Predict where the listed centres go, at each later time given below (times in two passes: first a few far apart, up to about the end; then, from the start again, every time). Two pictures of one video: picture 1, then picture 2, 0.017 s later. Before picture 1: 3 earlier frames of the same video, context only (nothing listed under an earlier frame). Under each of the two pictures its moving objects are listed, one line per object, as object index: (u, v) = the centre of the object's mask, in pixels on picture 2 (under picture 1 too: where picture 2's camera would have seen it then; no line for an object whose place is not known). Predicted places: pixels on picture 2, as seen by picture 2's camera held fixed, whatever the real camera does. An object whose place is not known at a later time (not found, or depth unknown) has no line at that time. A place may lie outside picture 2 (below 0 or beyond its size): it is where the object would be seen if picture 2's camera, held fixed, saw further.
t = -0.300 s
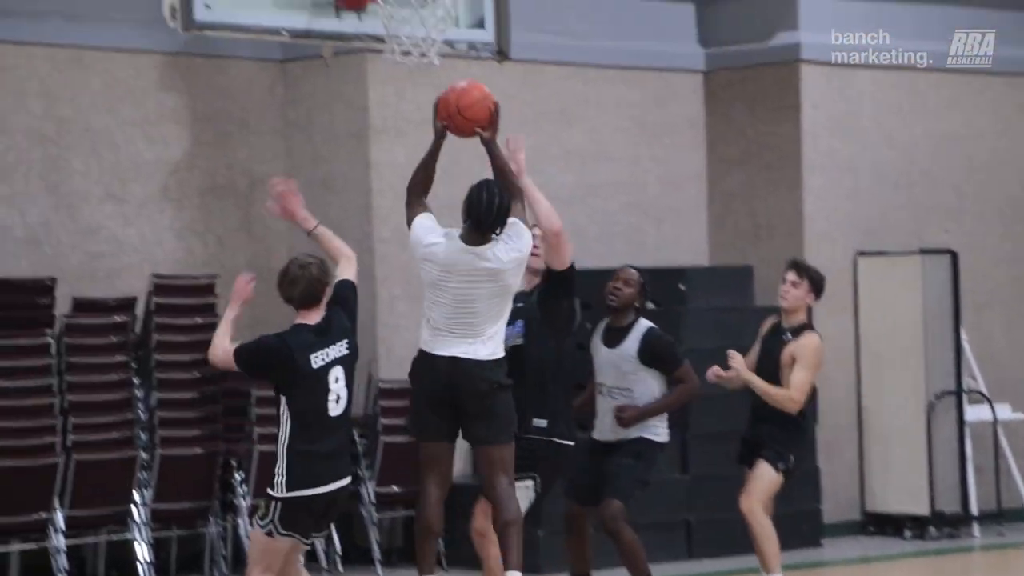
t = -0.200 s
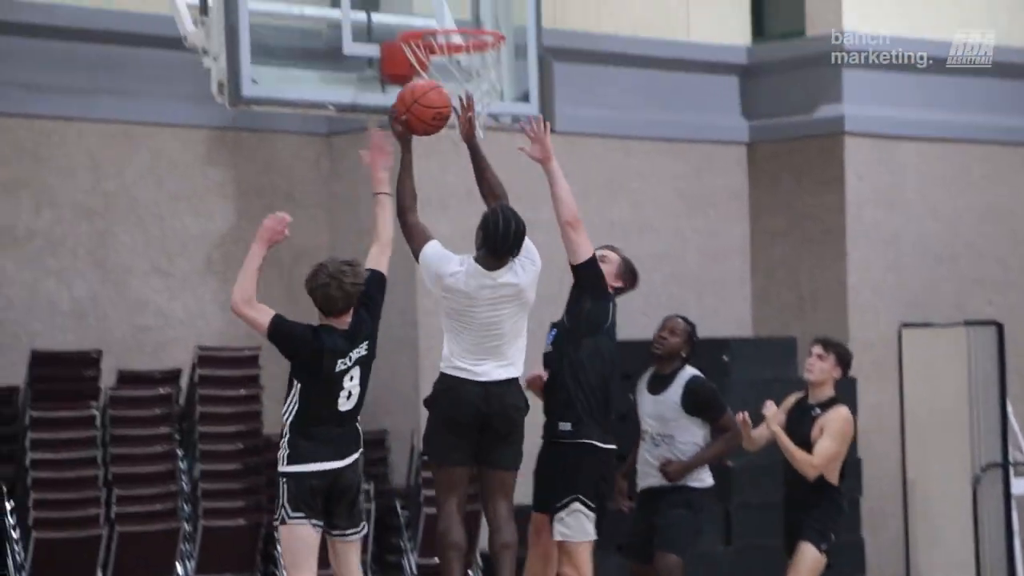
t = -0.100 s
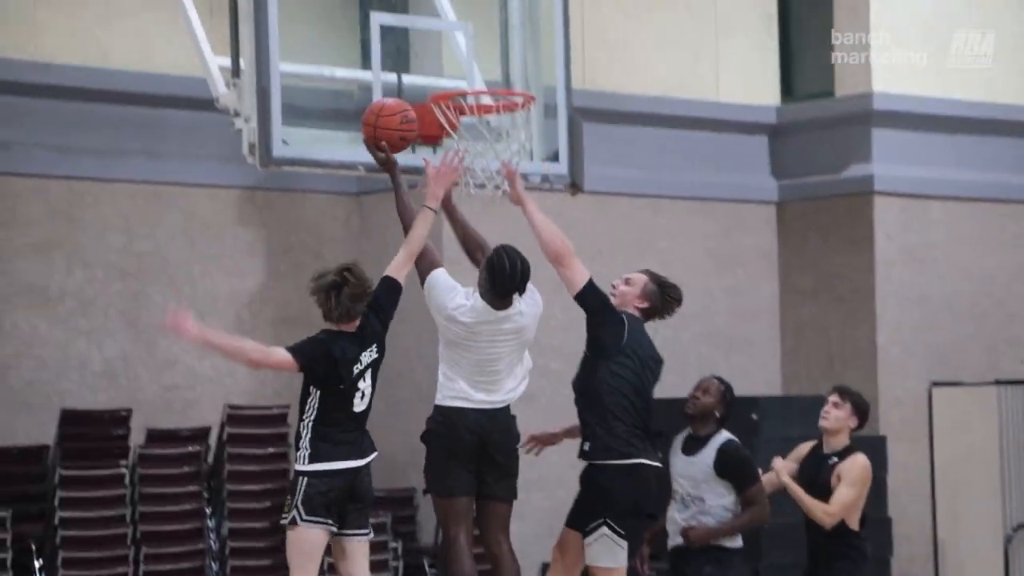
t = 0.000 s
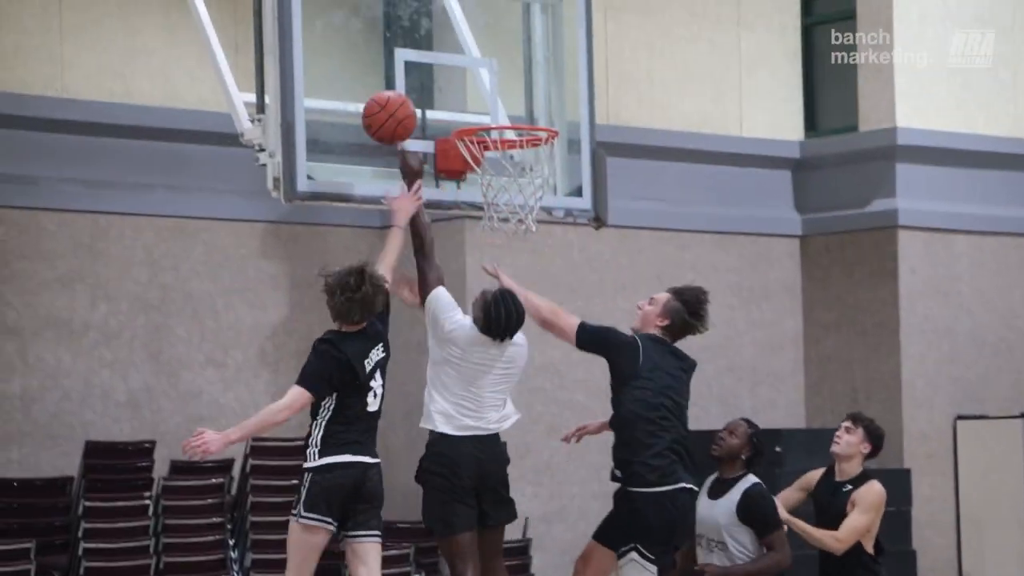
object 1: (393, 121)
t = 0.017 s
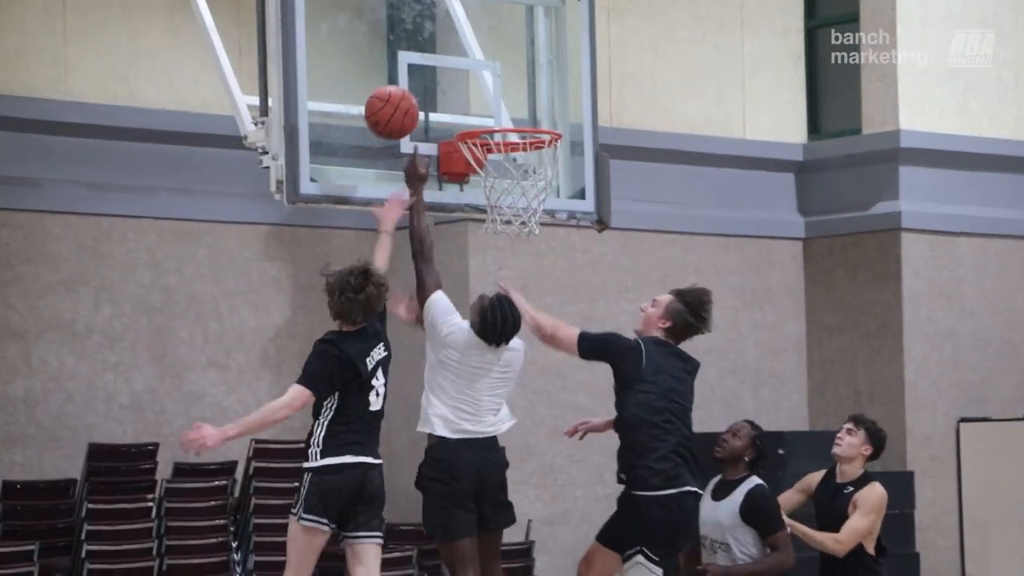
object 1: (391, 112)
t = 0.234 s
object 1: (414, 52)
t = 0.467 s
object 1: (497, 87)
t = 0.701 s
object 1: (526, 108)
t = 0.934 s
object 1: (516, 205)
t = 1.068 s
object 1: (503, 296)
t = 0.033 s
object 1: (390, 105)
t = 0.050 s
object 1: (390, 98)
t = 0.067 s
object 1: (389, 92)
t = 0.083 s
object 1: (388, 86)
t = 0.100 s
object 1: (387, 81)
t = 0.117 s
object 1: (385, 77)
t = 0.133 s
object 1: (385, 74)
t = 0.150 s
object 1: (386, 70)
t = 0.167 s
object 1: (391, 66)
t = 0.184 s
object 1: (397, 61)
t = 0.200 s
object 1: (404, 58)
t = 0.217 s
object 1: (409, 54)
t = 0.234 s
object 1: (414, 52)
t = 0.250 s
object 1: (420, 51)
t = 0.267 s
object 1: (426, 50)
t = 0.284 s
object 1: (432, 50)
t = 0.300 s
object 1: (438, 51)
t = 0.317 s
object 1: (443, 52)
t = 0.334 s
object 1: (449, 54)
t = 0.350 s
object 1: (455, 56)
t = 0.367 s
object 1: (461, 58)
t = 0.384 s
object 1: (467, 62)
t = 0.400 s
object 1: (473, 65)
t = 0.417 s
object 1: (479, 70)
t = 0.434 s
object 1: (484, 75)
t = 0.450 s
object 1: (491, 81)
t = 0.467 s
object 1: (497, 87)
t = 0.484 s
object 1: (502, 94)
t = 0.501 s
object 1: (508, 101)
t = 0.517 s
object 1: (510, 101)
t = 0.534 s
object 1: (511, 100)
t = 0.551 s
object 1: (512, 98)
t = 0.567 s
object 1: (514, 98)
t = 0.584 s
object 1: (515, 98)
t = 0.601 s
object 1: (516, 98)
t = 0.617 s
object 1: (518, 99)
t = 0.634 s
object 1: (520, 100)
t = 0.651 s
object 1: (522, 102)
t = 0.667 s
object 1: (523, 105)
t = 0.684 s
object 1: (525, 107)
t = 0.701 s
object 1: (526, 108)
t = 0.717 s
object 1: (528, 111)
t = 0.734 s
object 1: (529, 113)
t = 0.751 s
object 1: (530, 132)
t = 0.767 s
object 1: (530, 137)
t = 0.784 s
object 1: (528, 142)
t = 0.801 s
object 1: (527, 150)
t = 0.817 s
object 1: (527, 153)
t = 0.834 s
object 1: (525, 157)
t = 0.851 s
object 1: (523, 162)
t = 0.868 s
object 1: (522, 172)
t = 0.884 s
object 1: (521, 179)
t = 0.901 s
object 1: (519, 187)
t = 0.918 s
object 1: (516, 196)
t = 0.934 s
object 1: (516, 205)
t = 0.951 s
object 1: (514, 214)
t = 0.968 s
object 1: (513, 225)
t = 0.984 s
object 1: (511, 236)
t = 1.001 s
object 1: (509, 246)
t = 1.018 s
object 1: (508, 257)
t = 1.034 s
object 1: (506, 269)
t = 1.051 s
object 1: (504, 282)
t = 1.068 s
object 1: (503, 296)
